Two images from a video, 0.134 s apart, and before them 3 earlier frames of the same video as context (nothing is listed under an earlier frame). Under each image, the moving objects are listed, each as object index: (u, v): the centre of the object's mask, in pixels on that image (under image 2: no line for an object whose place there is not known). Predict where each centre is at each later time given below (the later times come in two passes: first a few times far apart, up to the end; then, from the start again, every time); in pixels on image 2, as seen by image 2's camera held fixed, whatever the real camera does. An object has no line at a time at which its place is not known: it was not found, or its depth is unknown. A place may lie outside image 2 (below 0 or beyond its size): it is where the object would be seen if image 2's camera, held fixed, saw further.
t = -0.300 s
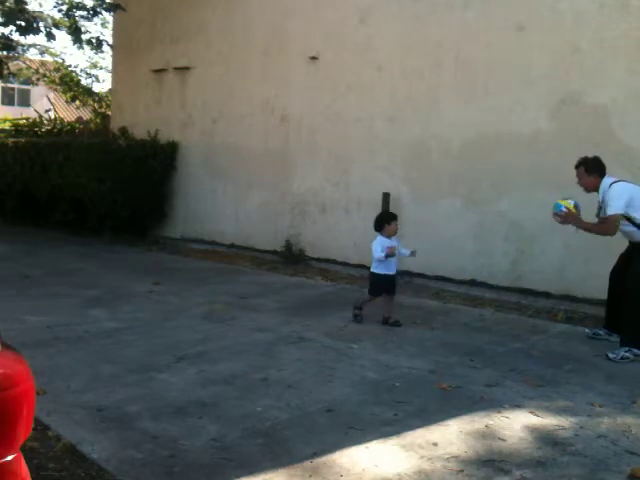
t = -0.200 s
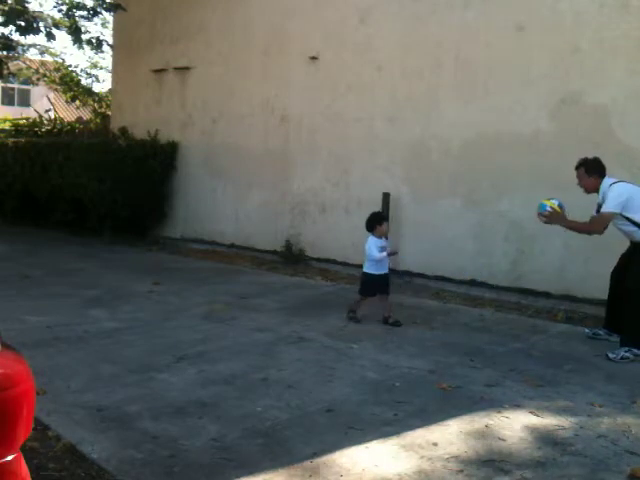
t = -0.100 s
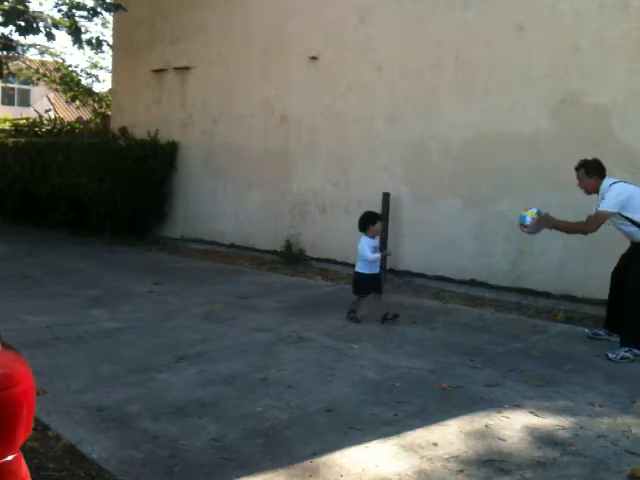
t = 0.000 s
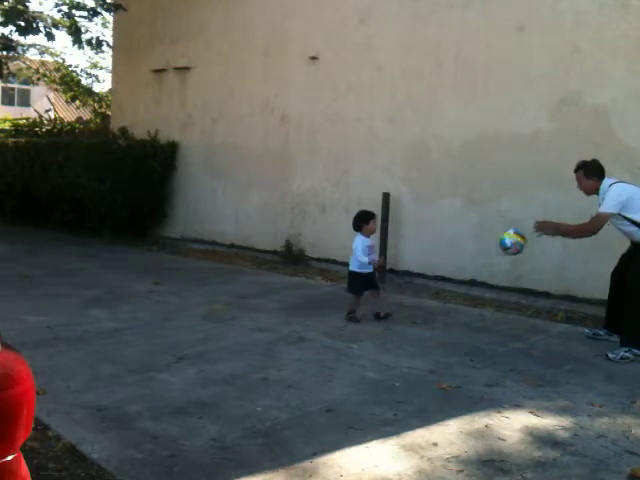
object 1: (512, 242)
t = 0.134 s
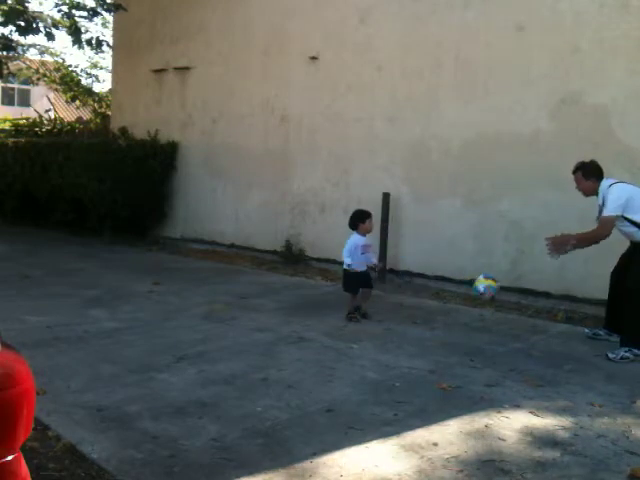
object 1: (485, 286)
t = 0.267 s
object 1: (466, 299)
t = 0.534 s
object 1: (436, 244)
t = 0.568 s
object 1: (432, 242)
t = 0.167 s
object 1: (480, 301)
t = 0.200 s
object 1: (474, 316)
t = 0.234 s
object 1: (469, 313)
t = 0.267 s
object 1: (466, 299)
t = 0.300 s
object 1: (462, 288)
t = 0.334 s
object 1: (458, 278)
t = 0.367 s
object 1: (454, 270)
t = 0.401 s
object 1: (451, 262)
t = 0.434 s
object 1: (447, 256)
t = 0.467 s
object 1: (443, 251)
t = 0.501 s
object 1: (439, 248)
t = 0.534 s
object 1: (436, 244)
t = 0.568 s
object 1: (432, 242)
